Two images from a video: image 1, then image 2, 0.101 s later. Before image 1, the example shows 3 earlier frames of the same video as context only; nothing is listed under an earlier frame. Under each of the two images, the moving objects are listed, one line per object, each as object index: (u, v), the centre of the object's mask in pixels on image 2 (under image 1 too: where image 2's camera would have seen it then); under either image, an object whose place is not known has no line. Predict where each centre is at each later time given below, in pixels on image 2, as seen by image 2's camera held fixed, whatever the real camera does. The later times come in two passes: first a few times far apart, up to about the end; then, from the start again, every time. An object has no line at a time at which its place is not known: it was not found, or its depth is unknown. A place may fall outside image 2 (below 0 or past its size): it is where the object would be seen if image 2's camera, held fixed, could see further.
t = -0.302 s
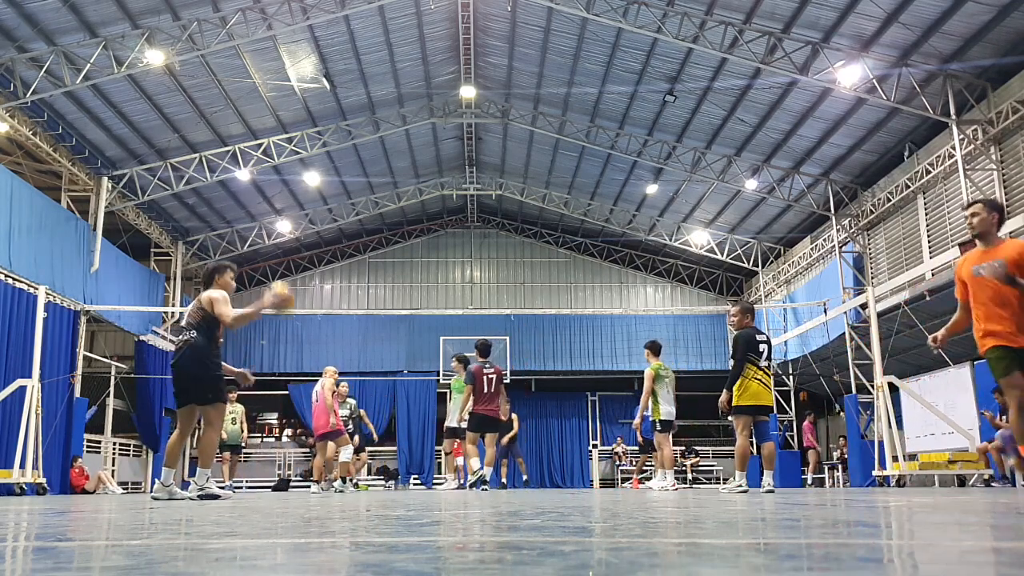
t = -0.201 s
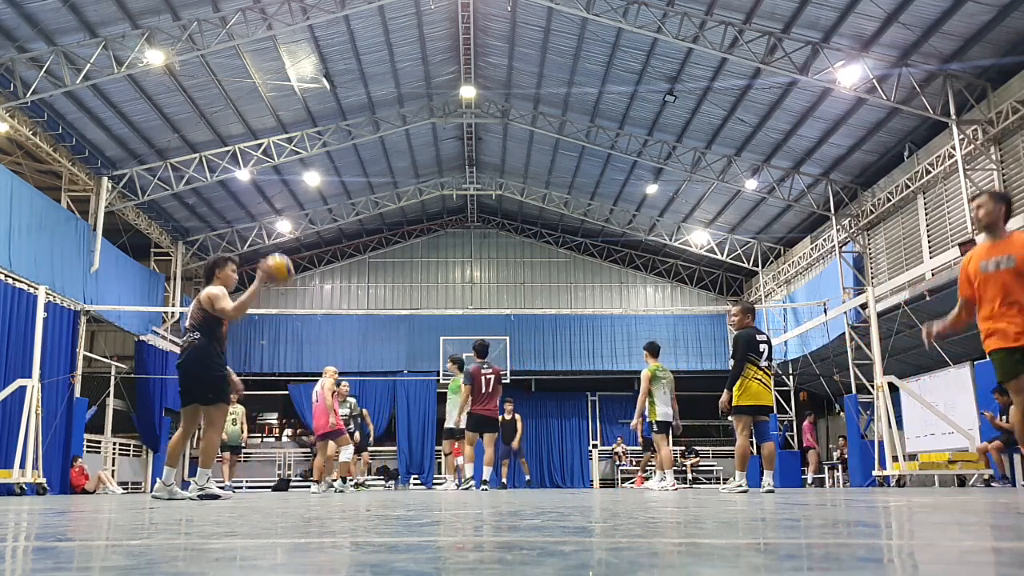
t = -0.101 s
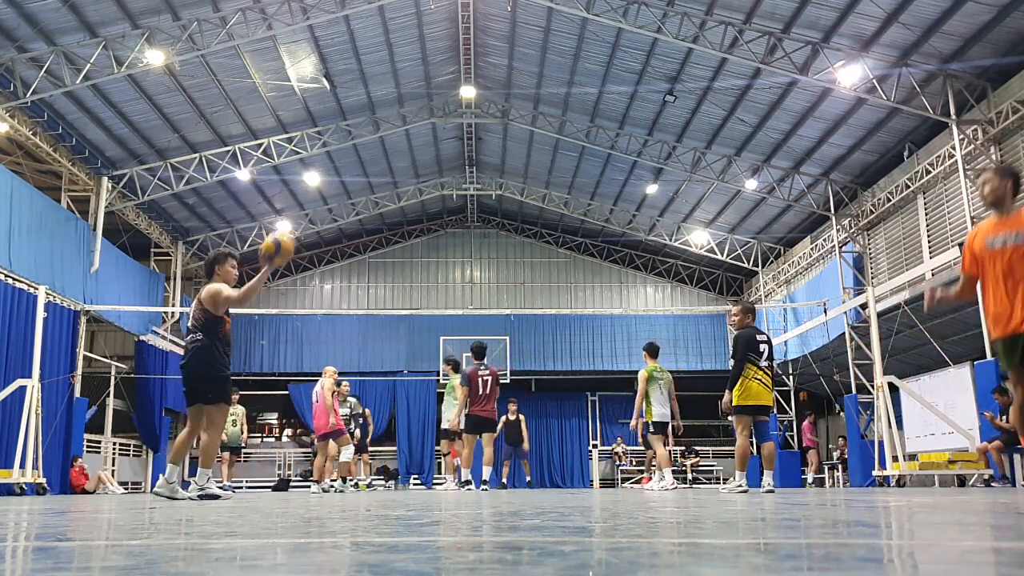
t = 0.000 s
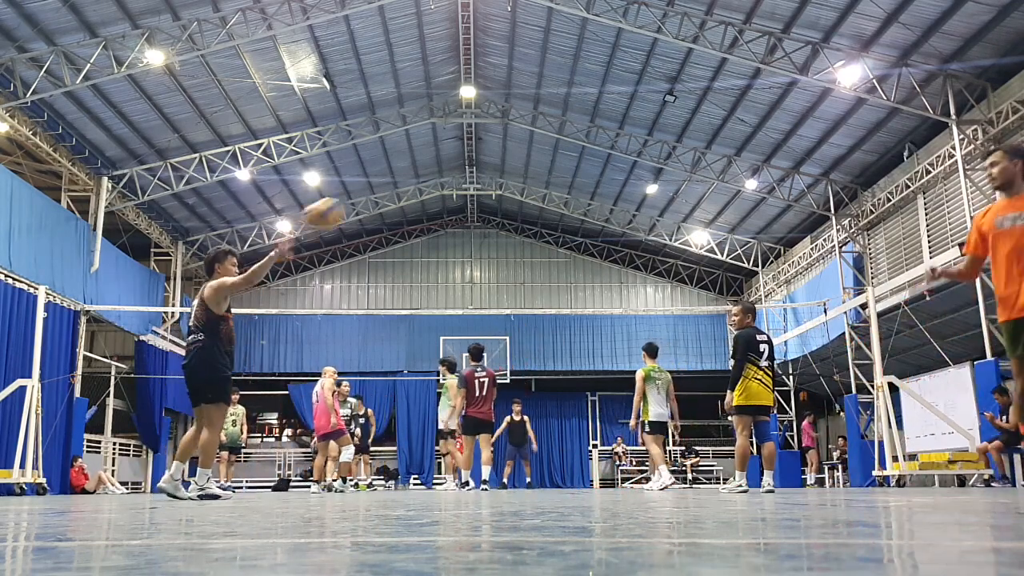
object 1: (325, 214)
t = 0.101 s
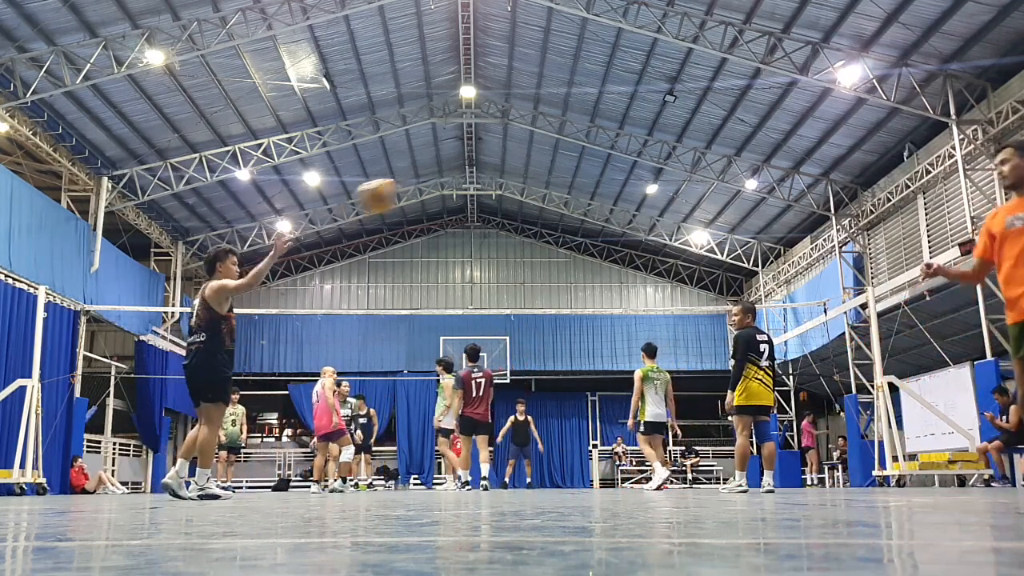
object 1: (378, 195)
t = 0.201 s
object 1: (437, 189)
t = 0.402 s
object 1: (580, 223)
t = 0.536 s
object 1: (700, 298)
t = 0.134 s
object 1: (397, 191)
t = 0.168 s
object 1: (417, 189)
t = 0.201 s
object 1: (437, 189)
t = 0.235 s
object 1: (458, 191)
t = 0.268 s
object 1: (480, 193)
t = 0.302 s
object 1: (506, 198)
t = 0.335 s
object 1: (527, 204)
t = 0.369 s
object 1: (555, 212)
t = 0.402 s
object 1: (580, 223)
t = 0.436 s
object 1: (607, 238)
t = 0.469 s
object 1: (635, 253)
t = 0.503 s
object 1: (666, 273)
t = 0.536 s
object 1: (700, 298)
